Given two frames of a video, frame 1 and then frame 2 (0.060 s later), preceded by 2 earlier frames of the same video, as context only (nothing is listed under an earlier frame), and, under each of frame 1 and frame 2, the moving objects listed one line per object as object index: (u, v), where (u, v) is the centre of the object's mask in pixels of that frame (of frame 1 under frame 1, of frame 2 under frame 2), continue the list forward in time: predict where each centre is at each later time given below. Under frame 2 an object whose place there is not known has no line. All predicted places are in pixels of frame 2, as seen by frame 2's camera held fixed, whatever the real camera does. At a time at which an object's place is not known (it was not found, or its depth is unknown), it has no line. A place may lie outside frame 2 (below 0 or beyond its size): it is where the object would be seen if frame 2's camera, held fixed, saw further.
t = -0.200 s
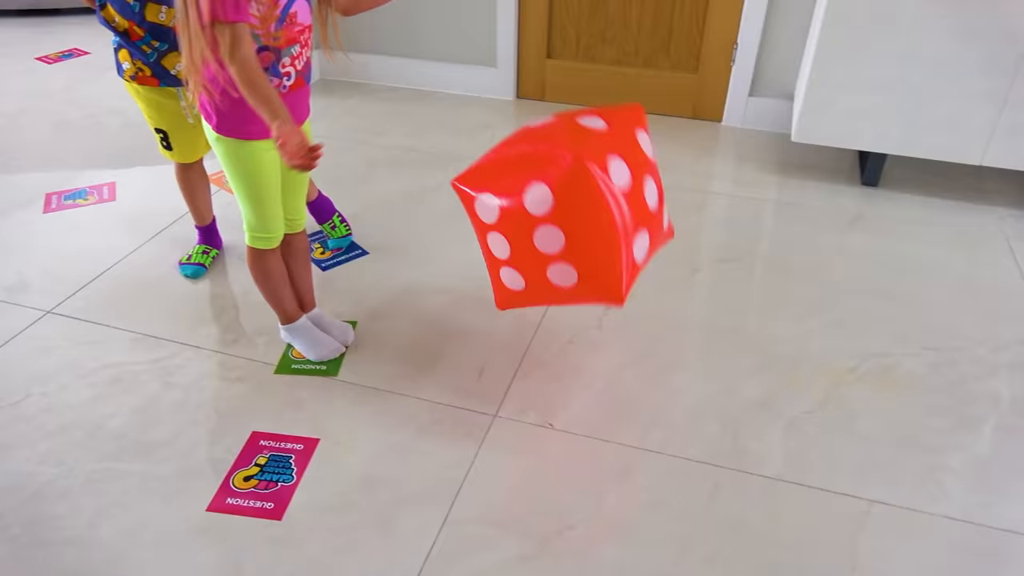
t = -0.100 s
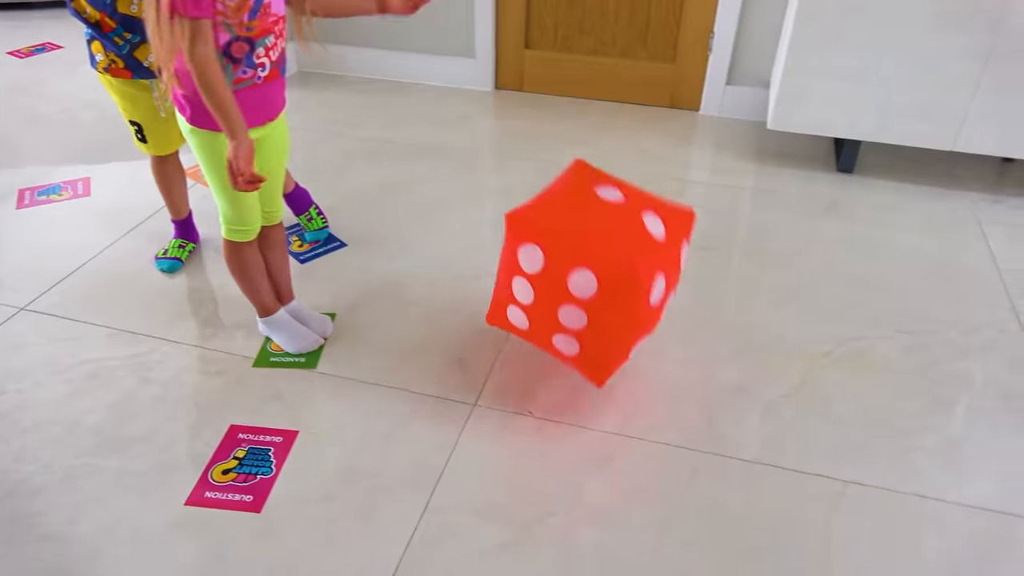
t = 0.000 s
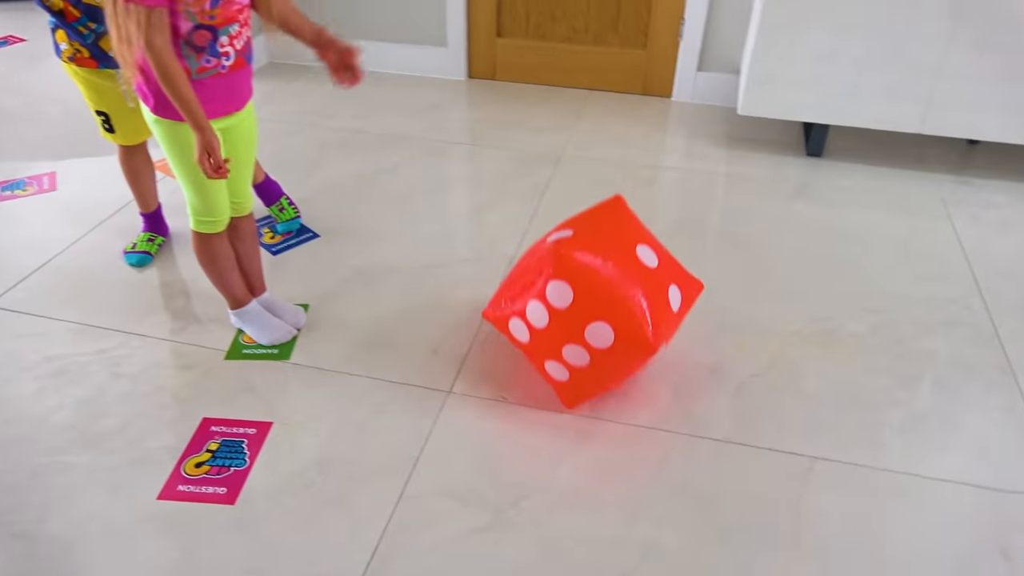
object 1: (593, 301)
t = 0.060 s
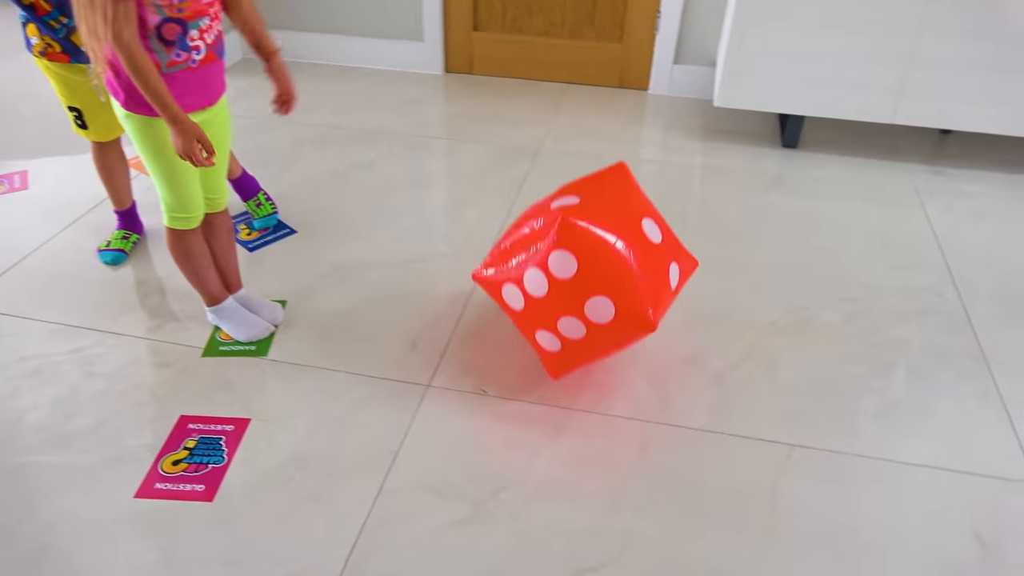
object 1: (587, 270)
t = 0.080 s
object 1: (593, 264)
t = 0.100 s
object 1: (599, 259)
